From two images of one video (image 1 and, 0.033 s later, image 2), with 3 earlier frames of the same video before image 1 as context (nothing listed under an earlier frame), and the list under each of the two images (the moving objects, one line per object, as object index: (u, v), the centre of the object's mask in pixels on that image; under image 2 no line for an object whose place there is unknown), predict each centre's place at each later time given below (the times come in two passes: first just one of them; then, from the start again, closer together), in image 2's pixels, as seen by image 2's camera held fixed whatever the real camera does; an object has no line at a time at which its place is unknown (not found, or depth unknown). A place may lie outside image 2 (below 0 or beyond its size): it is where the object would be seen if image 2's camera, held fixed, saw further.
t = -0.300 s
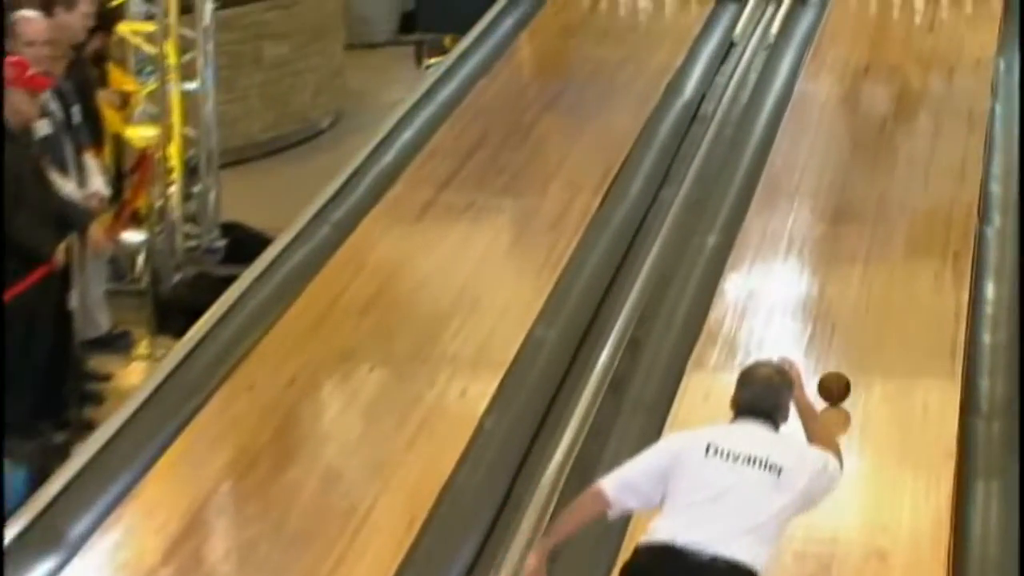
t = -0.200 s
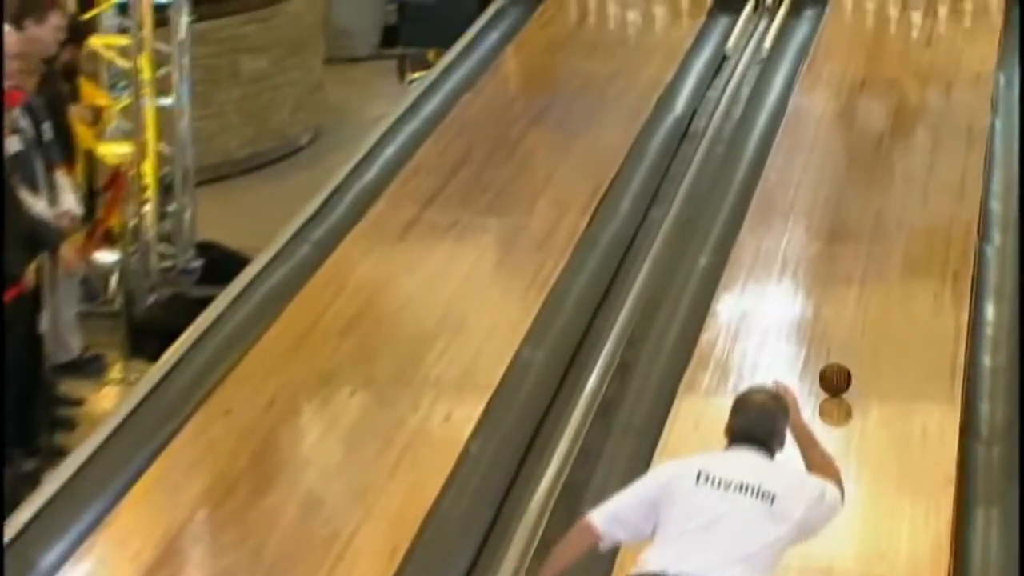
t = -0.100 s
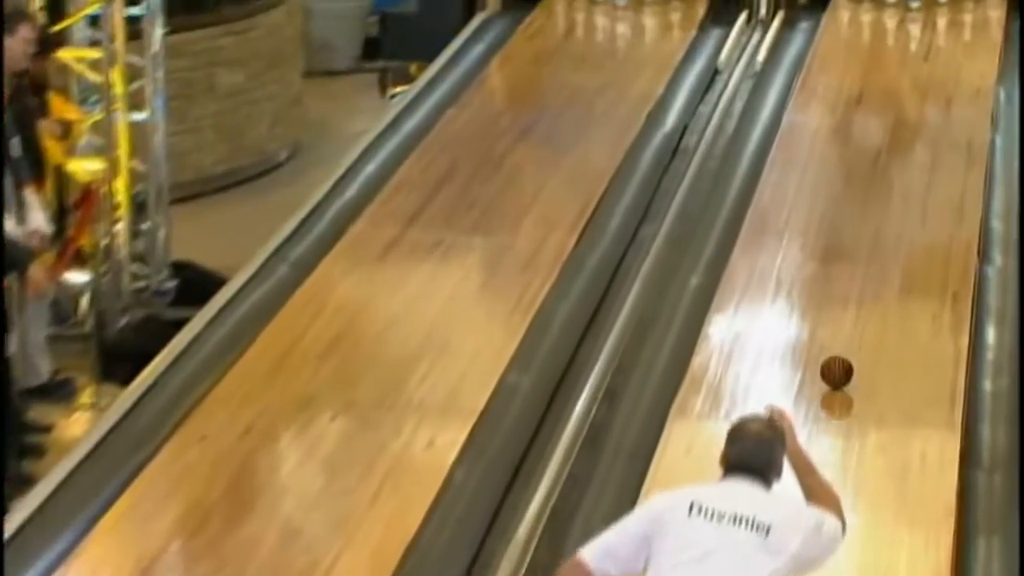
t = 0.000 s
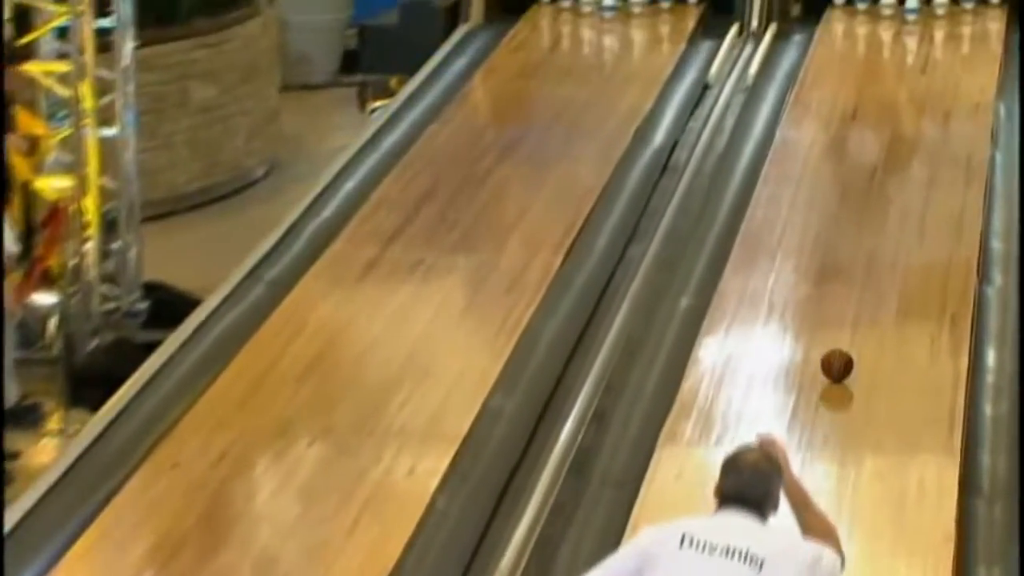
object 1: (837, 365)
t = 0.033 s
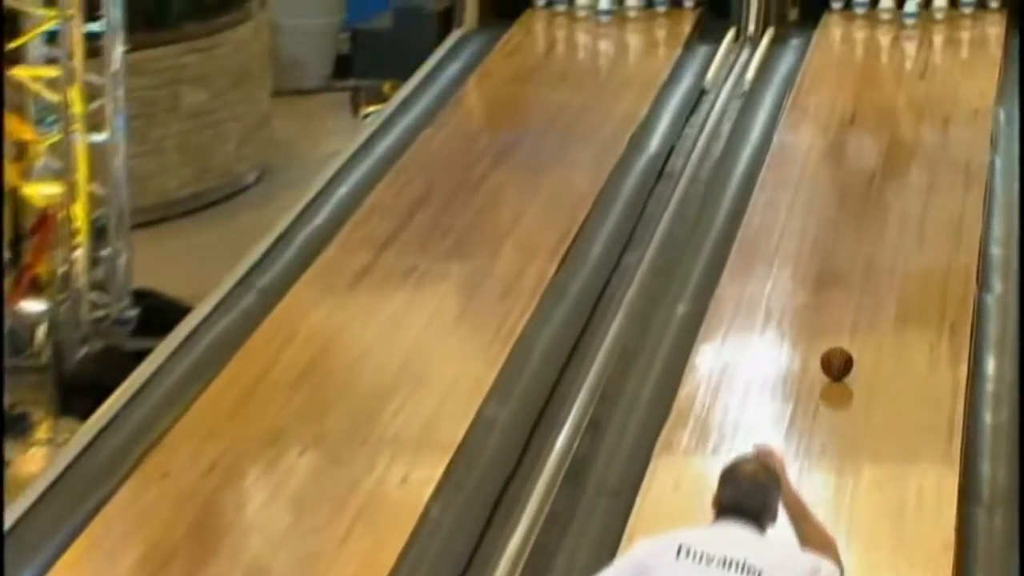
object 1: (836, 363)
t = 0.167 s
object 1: (843, 323)
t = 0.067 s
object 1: (838, 353)
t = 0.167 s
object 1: (843, 323)
